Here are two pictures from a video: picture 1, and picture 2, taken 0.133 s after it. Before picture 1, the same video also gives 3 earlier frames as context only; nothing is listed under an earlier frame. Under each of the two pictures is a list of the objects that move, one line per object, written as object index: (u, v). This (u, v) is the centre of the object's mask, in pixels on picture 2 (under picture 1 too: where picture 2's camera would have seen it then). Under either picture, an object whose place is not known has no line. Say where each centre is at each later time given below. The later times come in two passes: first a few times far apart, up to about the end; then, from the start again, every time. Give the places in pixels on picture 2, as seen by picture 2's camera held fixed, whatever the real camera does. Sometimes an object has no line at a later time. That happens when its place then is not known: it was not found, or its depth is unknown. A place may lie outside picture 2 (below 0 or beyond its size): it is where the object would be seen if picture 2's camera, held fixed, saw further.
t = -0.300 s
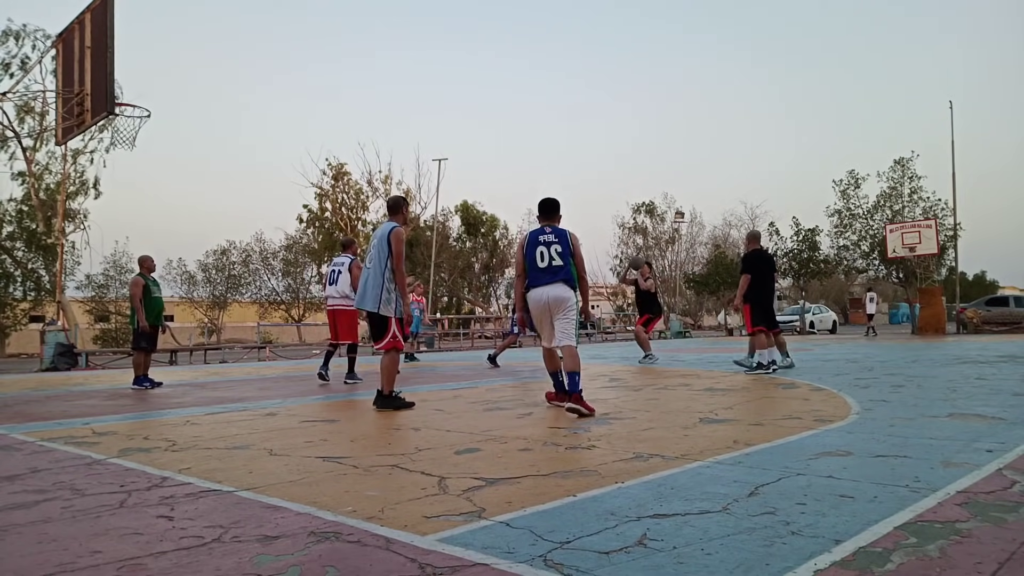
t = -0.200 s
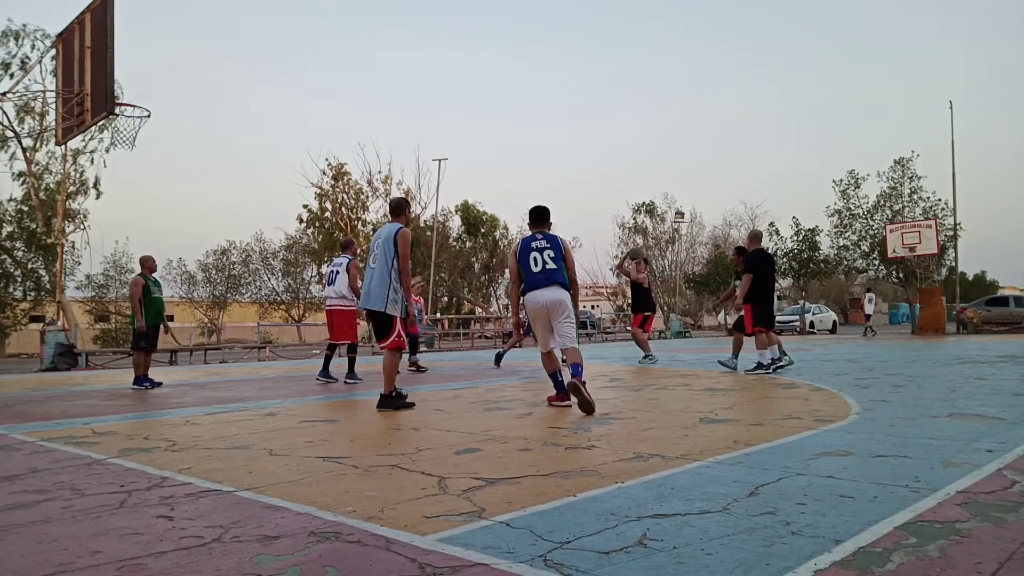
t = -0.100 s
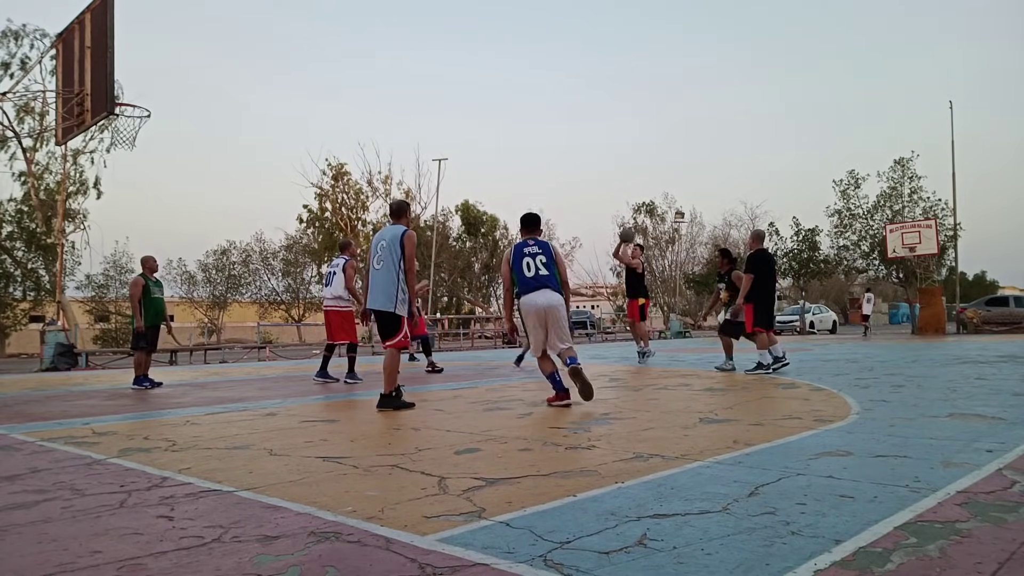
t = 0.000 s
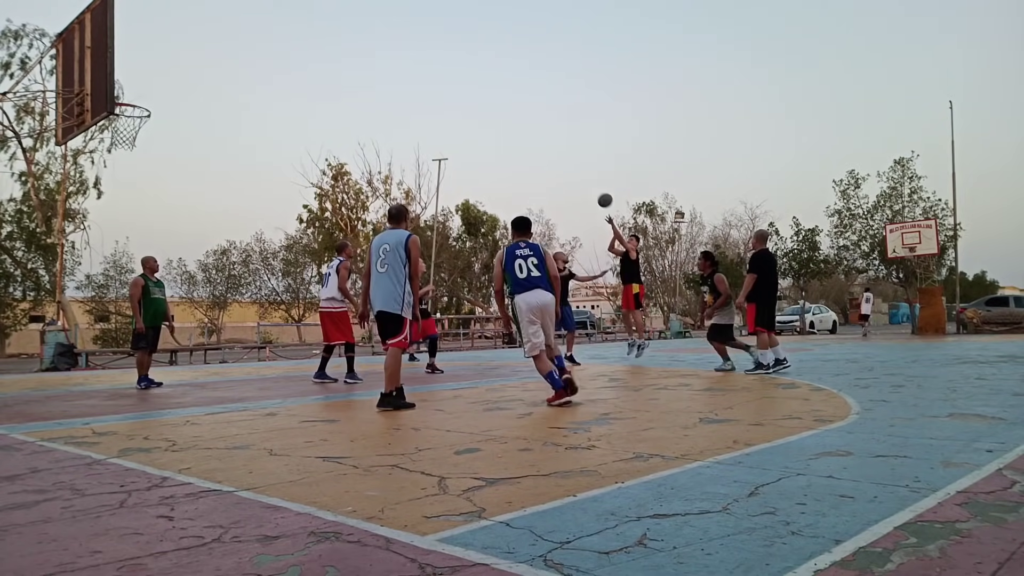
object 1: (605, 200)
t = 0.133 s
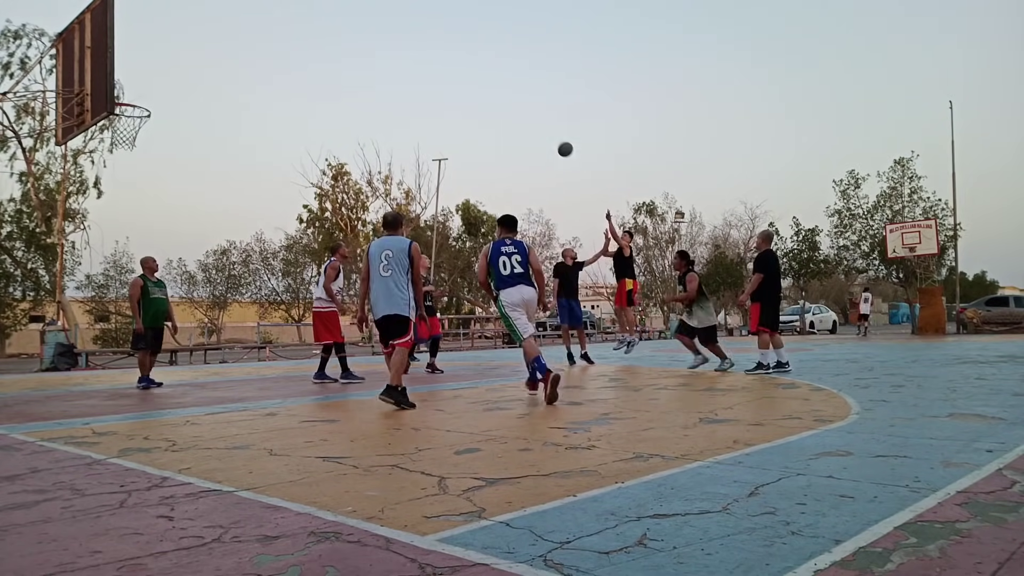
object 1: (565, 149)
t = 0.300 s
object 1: (512, 97)
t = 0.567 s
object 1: (419, 45)
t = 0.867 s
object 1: (294, 43)
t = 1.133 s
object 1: (160, 108)
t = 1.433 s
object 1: (231, 181)
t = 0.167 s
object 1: (555, 138)
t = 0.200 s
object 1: (544, 127)
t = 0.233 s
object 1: (534, 116)
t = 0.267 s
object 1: (523, 106)
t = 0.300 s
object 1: (512, 97)
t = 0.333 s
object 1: (501, 88)
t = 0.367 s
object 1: (490, 80)
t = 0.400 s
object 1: (479, 72)
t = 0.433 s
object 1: (467, 65)
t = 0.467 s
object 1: (456, 59)
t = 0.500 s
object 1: (443, 54)
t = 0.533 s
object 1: (431, 49)
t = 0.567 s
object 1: (419, 45)
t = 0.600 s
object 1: (406, 41)
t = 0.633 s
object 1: (393, 39)
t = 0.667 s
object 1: (380, 37)
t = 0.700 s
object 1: (366, 36)
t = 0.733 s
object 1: (353, 35)
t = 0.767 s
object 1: (339, 36)
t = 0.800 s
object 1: (324, 37)
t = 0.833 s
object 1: (310, 40)
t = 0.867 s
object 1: (294, 43)
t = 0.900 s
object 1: (279, 47)
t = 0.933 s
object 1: (264, 52)
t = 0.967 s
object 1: (247, 59)
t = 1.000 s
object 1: (231, 66)
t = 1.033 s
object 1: (214, 75)
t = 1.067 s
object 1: (197, 85)
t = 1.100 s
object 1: (179, 96)
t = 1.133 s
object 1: (160, 108)
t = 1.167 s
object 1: (155, 118)
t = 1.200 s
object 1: (165, 124)
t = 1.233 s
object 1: (176, 130)
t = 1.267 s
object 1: (186, 137)
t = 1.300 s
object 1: (196, 144)
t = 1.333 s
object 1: (206, 153)
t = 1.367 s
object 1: (215, 161)
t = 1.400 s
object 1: (223, 171)
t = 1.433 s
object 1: (231, 181)
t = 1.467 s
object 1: (239, 191)
